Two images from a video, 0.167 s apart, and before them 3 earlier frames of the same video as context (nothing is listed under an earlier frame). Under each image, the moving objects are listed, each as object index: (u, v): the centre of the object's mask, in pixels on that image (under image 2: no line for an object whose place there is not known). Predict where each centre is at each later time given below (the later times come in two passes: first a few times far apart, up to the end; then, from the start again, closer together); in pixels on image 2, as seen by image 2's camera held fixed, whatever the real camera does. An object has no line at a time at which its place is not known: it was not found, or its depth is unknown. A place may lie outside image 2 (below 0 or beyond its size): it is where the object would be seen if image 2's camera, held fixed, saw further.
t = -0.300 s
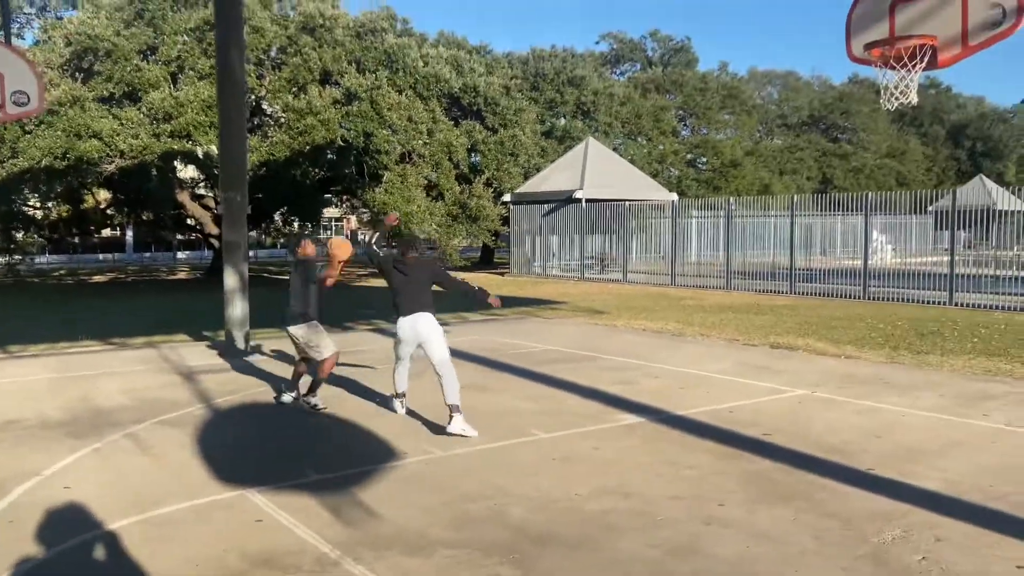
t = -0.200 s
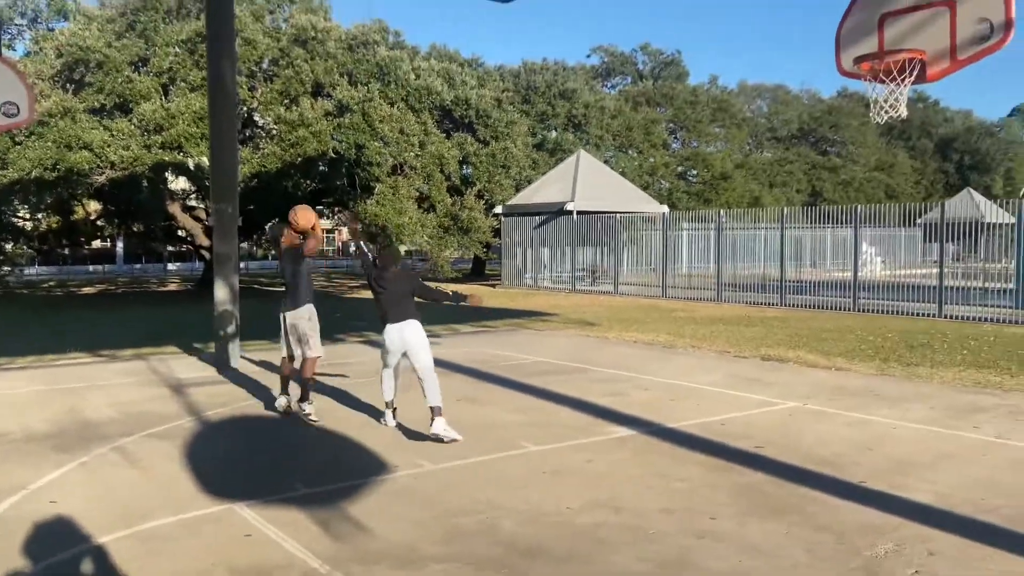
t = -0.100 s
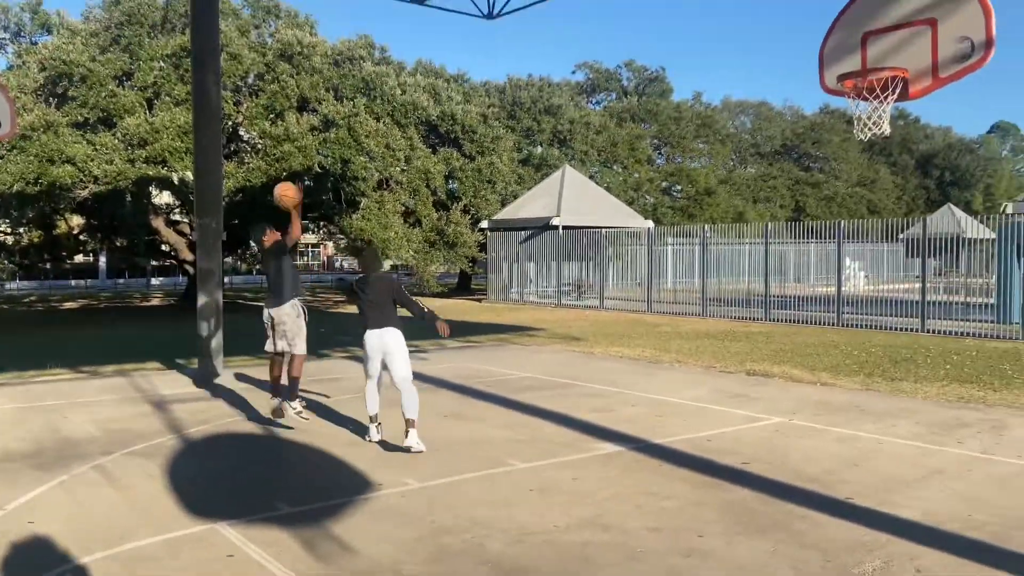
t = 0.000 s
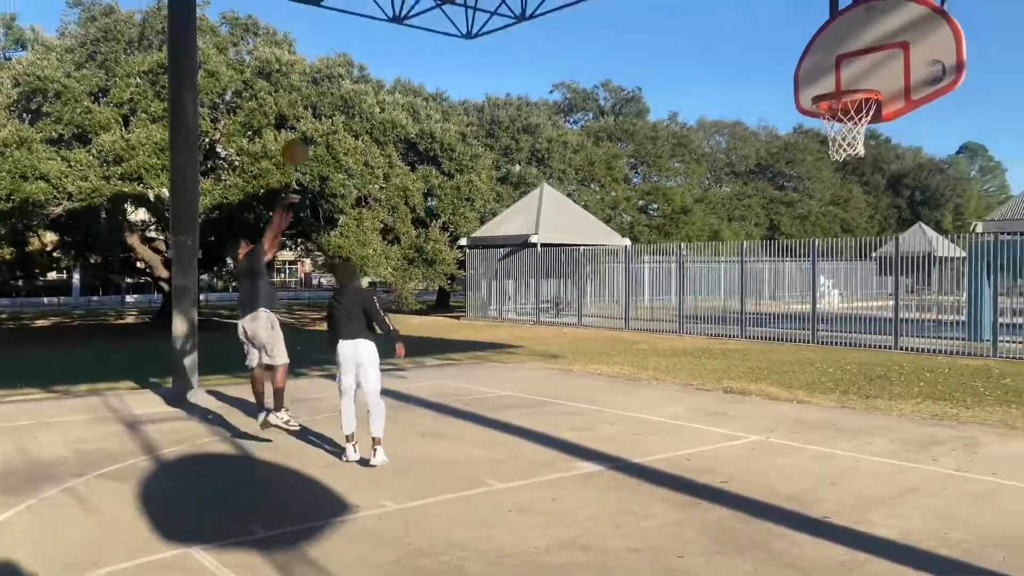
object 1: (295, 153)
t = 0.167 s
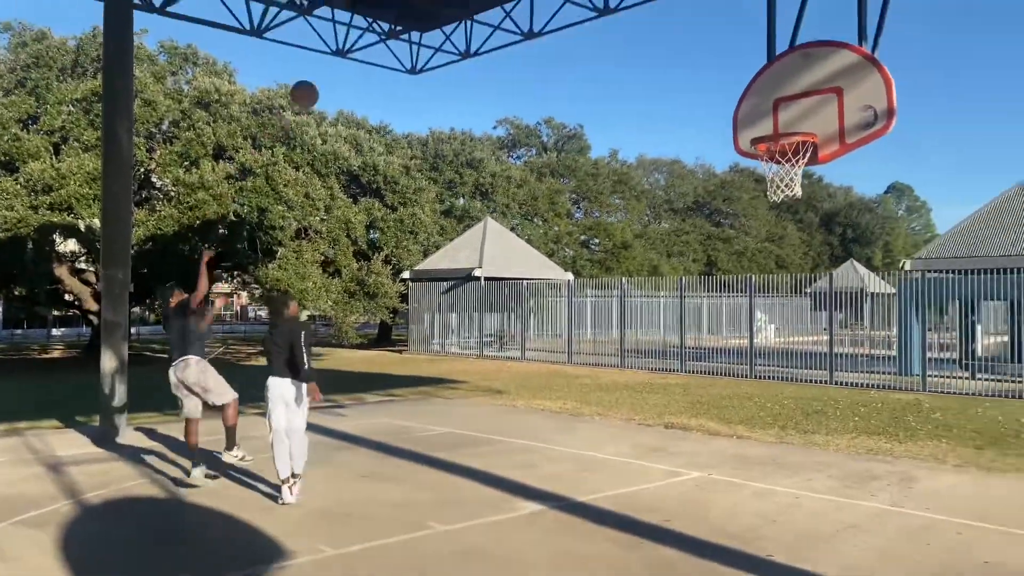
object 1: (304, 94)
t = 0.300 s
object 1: (362, 44)
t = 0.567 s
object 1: (480, -3)
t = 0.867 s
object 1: (617, 45)
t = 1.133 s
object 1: (749, 182)
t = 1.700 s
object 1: (977, 378)
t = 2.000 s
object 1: (1047, 241)
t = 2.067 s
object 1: (1063, 225)
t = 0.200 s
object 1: (319, 80)
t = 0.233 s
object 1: (333, 67)
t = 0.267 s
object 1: (347, 55)
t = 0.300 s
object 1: (362, 44)
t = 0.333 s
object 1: (376, 34)
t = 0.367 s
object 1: (391, 27)
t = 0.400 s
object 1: (408, 19)
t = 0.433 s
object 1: (421, 13)
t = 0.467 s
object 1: (435, 8)
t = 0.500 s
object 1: (451, 4)
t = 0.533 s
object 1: (465, 1)
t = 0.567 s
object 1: (480, -3)
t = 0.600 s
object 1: (495, -1)
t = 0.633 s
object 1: (509, -1)
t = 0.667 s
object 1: (525, 4)
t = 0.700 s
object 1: (540, 6)
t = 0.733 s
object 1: (555, 10)
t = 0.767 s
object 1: (570, 17)
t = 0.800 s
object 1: (586, 25)
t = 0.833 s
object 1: (602, 35)
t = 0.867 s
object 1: (617, 45)
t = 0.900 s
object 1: (633, 57)
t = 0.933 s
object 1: (649, 71)
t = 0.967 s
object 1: (665, 86)
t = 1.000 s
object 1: (681, 103)
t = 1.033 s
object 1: (698, 121)
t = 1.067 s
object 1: (714, 140)
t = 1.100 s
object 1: (731, 161)
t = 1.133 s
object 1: (749, 182)
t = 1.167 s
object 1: (767, 206)
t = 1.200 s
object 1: (784, 233)
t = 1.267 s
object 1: (818, 289)
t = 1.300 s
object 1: (835, 318)
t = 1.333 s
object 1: (852, 350)
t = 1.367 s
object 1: (866, 381)
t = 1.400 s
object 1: (883, 416)
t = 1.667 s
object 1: (970, 400)
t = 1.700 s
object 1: (977, 378)
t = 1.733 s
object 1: (986, 359)
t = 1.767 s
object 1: (992, 338)
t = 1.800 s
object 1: (1000, 320)
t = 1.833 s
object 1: (1008, 304)
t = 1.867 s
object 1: (1014, 287)
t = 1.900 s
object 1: (1026, 274)
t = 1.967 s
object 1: (1039, 250)
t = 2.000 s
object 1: (1047, 241)
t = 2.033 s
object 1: (1055, 232)
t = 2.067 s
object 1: (1063, 225)
